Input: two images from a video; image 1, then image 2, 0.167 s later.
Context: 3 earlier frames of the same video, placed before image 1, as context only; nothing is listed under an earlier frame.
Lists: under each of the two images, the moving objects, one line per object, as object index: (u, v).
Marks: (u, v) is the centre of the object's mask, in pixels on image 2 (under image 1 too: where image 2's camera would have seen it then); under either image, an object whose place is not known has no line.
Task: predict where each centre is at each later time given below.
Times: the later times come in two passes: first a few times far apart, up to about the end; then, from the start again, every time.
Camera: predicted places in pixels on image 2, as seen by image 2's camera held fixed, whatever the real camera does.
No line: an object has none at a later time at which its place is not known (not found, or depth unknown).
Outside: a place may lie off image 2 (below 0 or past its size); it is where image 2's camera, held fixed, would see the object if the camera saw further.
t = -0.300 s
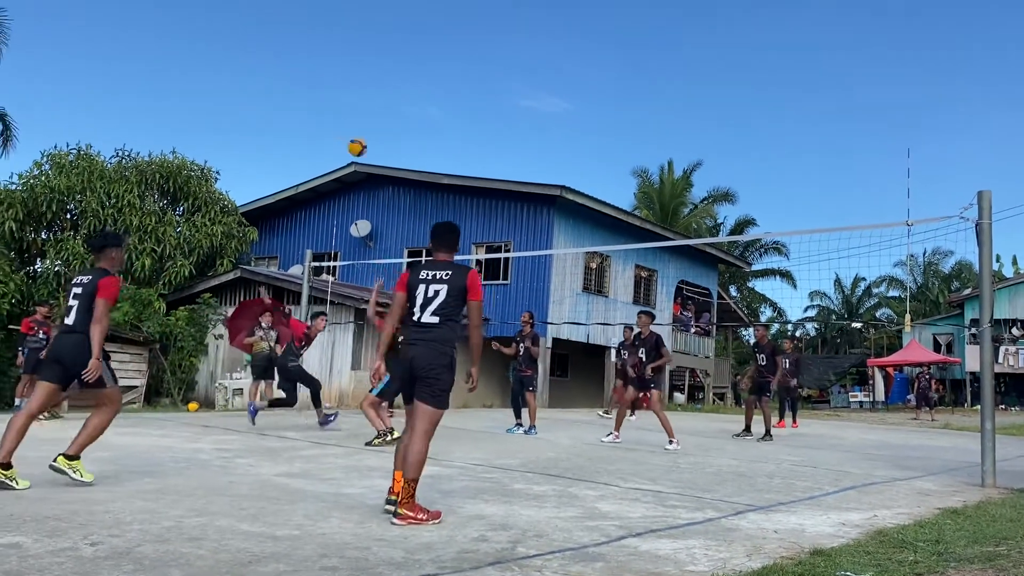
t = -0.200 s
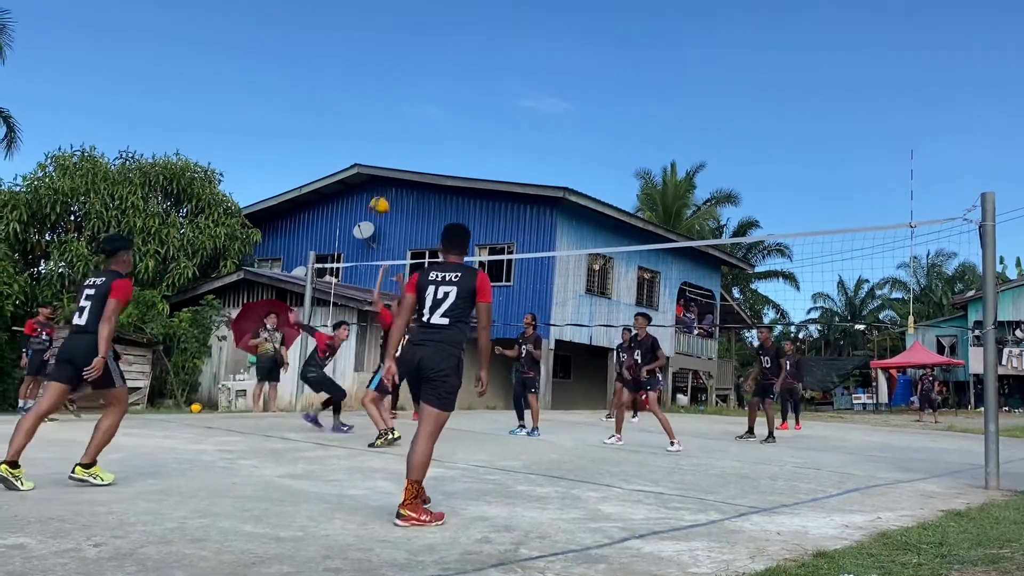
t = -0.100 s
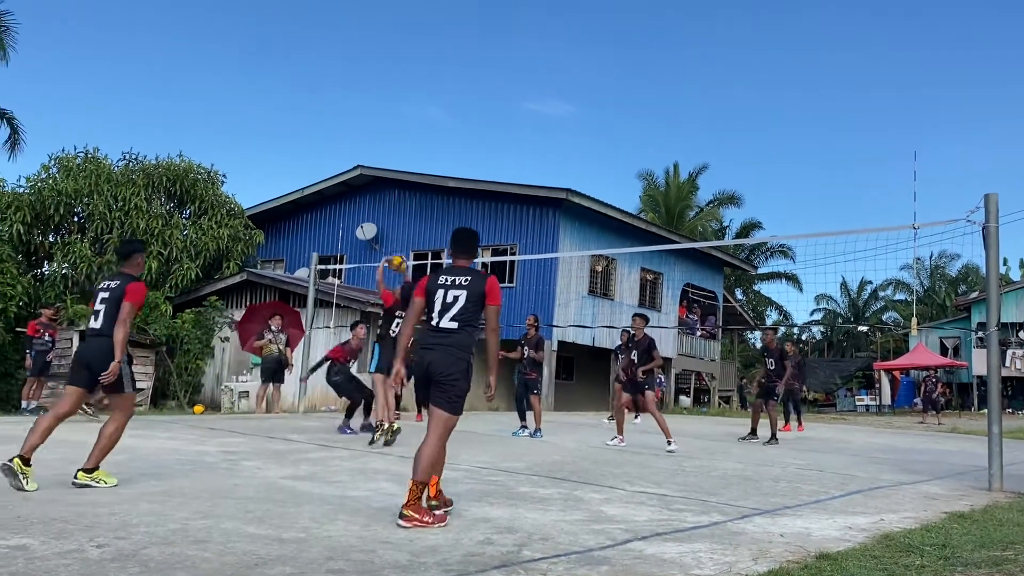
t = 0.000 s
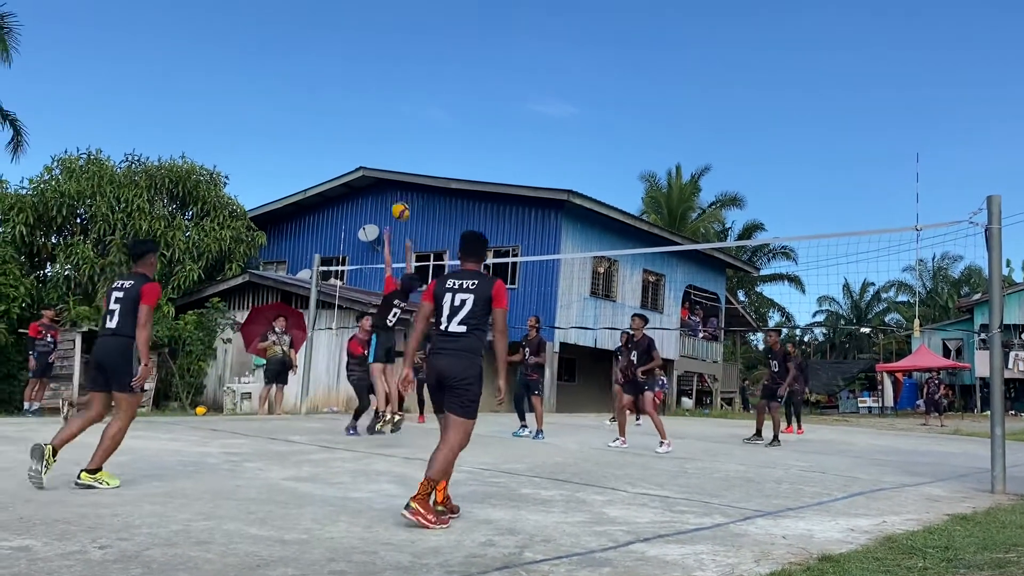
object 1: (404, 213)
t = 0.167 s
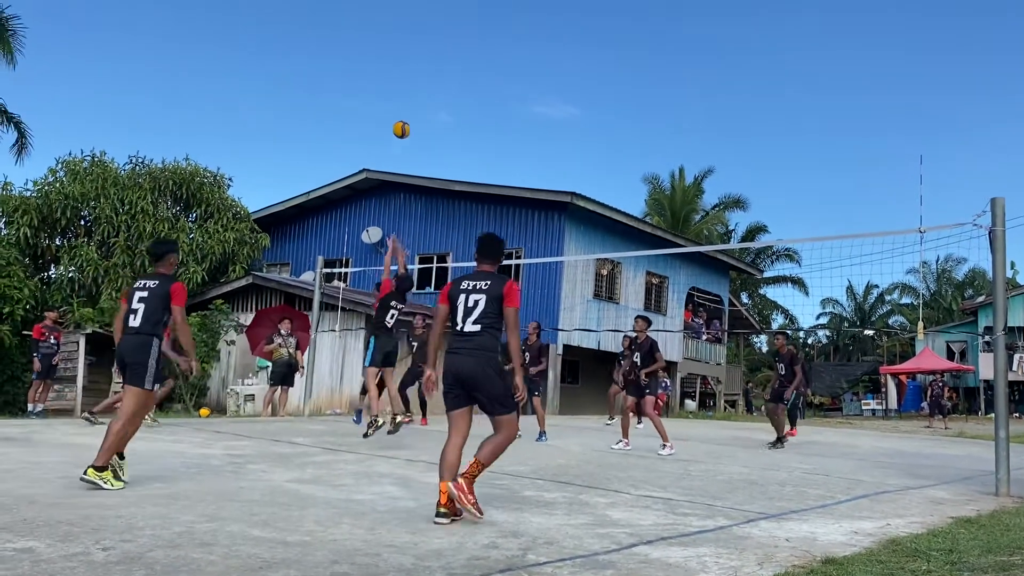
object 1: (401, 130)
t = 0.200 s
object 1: (401, 116)
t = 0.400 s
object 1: (399, 60)
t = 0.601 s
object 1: (395, 39)
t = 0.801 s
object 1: (389, 48)
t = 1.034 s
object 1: (381, 94)
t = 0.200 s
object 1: (401, 116)
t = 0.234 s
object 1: (401, 104)
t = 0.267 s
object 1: (400, 93)
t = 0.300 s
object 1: (400, 83)
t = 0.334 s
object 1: (400, 75)
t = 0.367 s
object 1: (399, 67)
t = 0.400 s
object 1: (399, 60)
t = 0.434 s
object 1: (398, 54)
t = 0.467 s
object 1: (398, 49)
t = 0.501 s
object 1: (397, 45)
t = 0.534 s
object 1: (396, 43)
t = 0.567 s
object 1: (396, 40)
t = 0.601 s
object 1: (395, 39)
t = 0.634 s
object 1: (394, 38)
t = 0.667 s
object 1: (393, 39)
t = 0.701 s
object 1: (392, 40)
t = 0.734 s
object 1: (391, 42)
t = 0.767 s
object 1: (390, 45)
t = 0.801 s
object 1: (389, 48)
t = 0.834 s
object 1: (388, 52)
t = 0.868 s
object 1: (387, 57)
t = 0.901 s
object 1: (386, 63)
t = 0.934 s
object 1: (385, 70)
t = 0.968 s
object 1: (384, 77)
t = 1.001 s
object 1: (383, 85)
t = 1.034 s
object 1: (381, 94)
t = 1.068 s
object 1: (380, 103)
